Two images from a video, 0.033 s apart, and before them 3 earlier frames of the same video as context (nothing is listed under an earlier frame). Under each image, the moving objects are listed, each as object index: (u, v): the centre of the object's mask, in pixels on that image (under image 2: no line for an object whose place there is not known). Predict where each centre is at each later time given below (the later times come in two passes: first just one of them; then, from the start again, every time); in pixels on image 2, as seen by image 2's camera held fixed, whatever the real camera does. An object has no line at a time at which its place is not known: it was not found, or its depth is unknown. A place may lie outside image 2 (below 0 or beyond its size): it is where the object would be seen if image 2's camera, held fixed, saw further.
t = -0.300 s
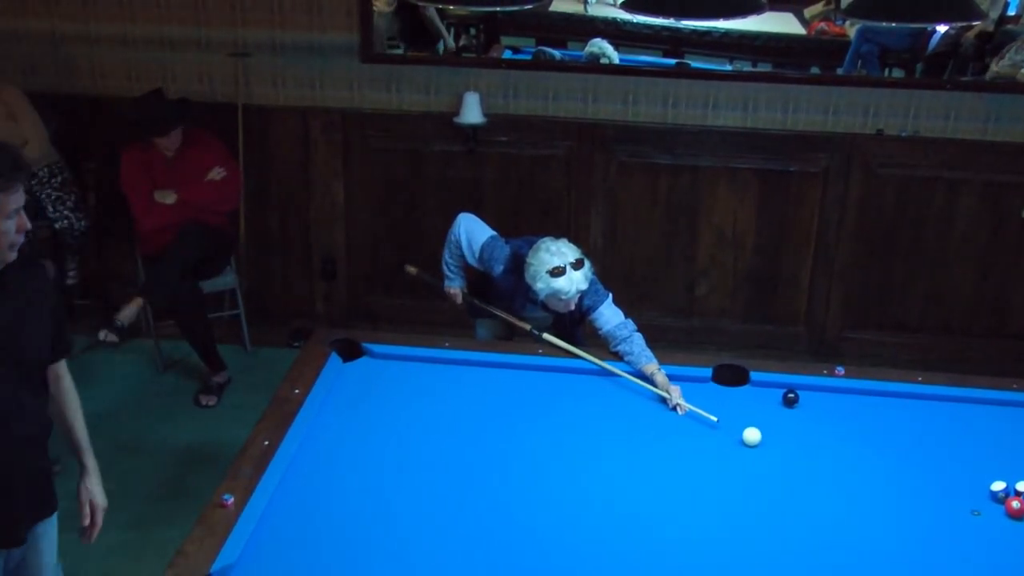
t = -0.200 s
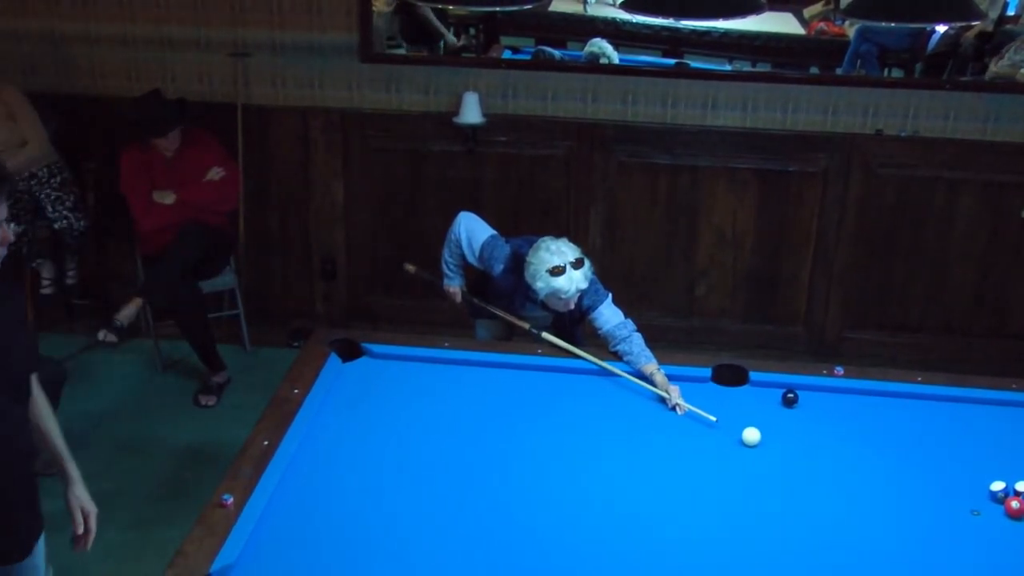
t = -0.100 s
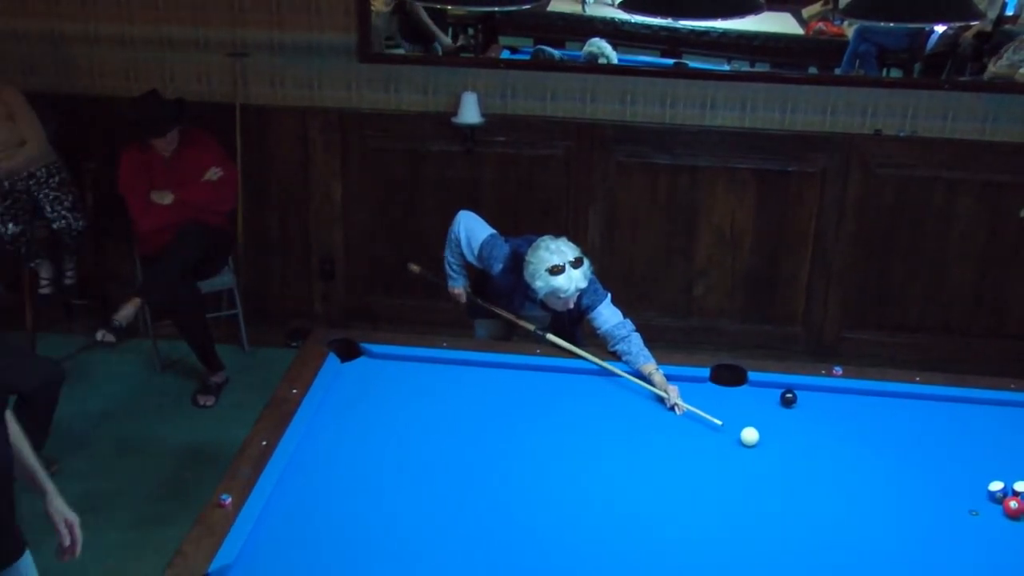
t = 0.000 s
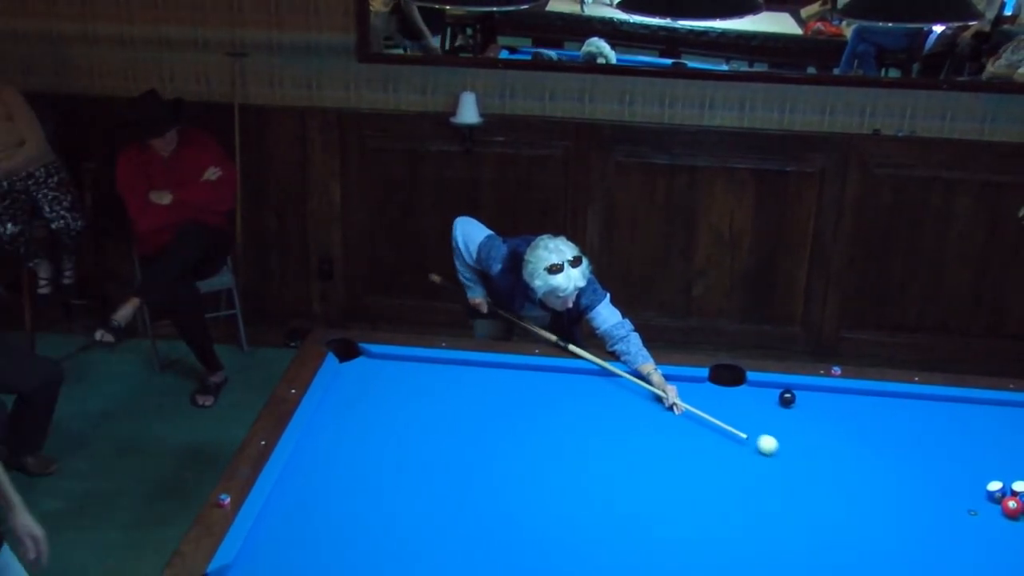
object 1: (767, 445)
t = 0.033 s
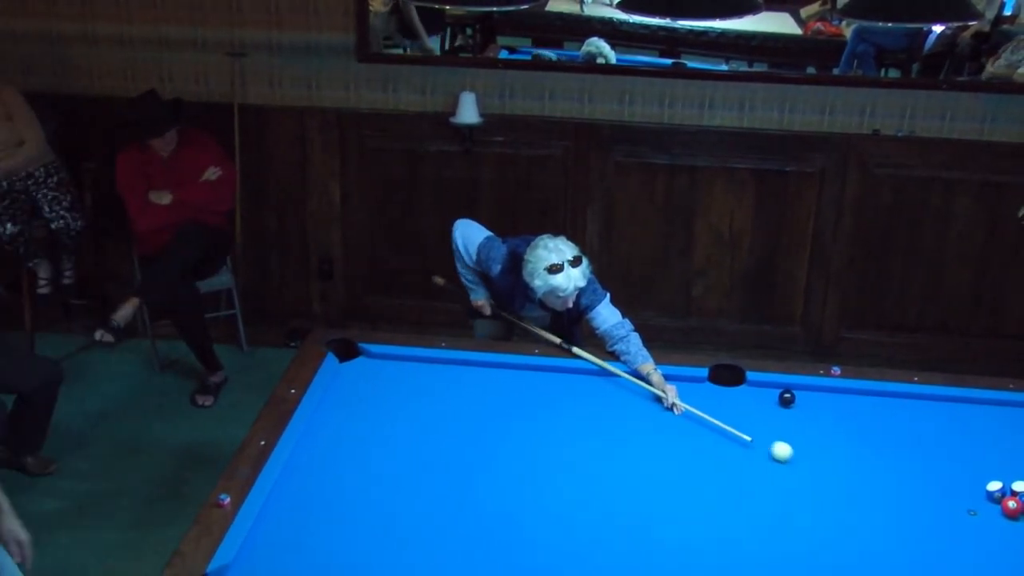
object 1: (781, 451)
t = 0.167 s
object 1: (833, 475)
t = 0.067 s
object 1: (795, 458)
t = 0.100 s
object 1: (809, 464)
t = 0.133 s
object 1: (821, 470)
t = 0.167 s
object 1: (833, 475)
